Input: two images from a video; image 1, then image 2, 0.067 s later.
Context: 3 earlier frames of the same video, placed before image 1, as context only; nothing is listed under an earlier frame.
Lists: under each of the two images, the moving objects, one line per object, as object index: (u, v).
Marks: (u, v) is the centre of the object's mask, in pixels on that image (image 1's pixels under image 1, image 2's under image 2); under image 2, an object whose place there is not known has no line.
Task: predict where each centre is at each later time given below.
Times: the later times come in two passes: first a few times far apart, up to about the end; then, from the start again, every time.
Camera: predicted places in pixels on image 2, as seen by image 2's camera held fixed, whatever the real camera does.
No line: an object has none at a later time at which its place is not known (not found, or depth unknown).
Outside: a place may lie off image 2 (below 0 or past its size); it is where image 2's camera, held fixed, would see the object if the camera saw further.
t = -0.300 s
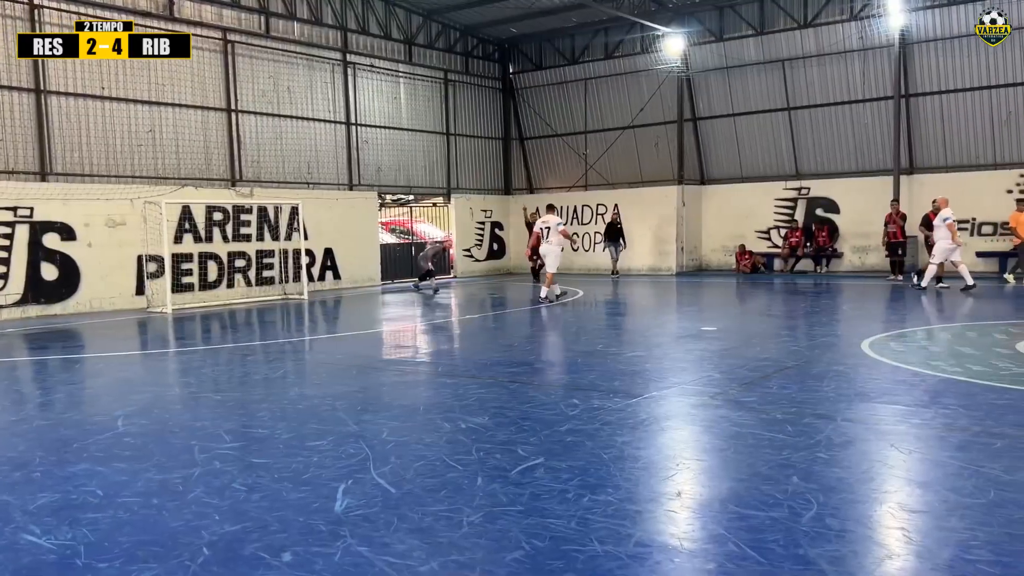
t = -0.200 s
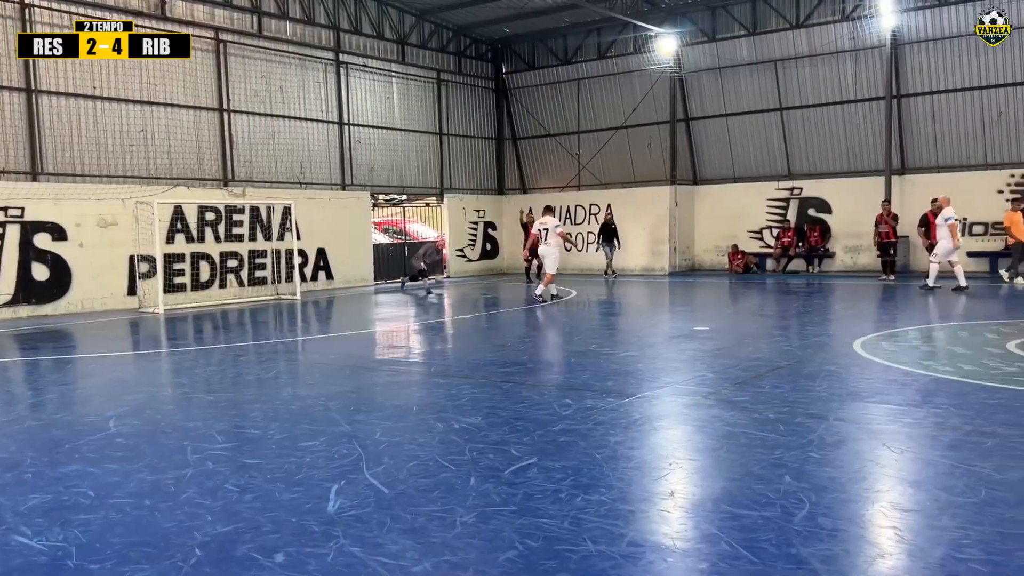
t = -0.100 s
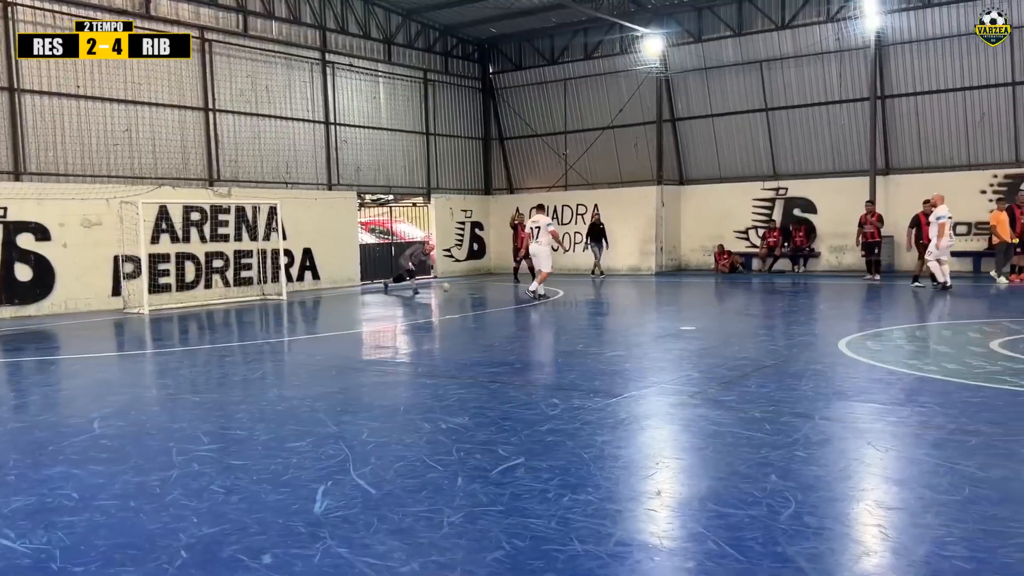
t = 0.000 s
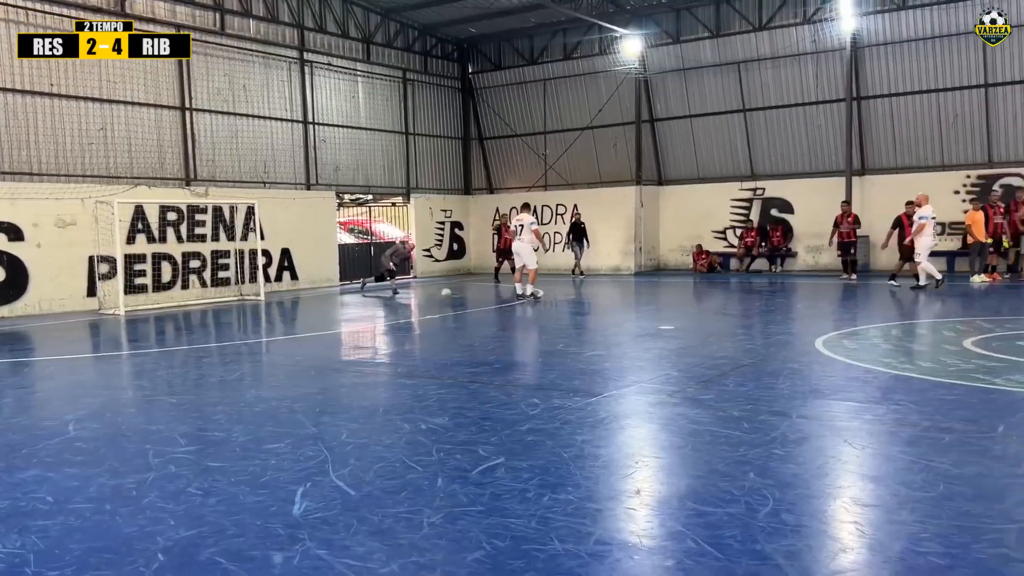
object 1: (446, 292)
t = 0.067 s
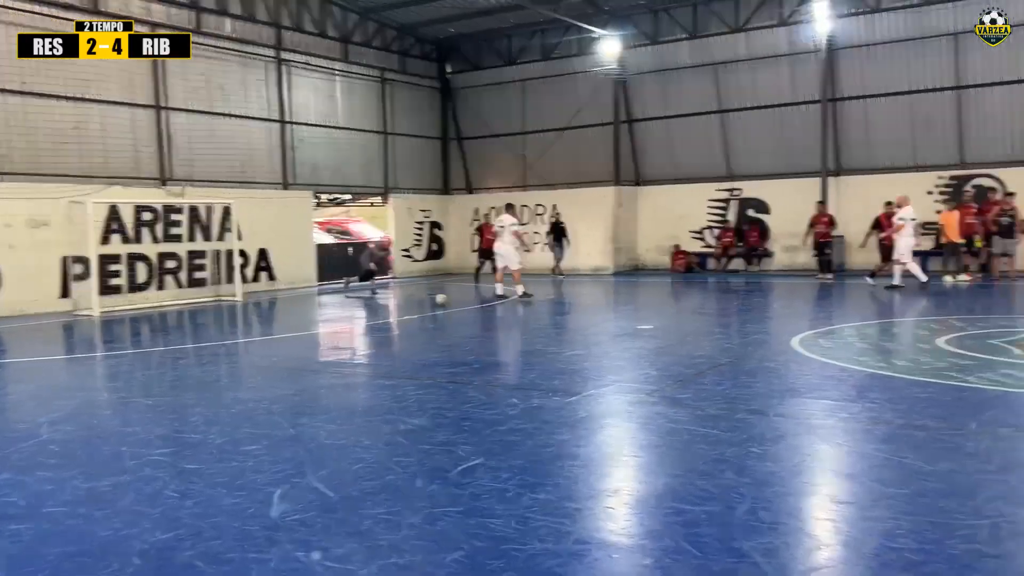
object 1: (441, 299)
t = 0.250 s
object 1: (489, 309)
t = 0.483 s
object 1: (572, 331)
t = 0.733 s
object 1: (701, 362)
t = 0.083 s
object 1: (445, 300)
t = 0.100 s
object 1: (448, 300)
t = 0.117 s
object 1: (453, 301)
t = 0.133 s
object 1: (457, 301)
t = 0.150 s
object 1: (461, 303)
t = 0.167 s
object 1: (466, 303)
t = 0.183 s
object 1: (470, 305)
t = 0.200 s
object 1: (476, 308)
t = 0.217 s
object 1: (480, 309)
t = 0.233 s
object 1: (485, 309)
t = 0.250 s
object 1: (489, 309)
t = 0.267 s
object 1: (494, 310)
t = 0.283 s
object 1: (499, 312)
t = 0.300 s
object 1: (504, 313)
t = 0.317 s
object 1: (511, 315)
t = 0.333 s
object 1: (516, 316)
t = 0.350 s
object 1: (522, 320)
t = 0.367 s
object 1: (528, 321)
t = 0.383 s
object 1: (533, 321)
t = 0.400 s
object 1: (539, 322)
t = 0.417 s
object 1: (545, 324)
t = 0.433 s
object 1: (551, 325)
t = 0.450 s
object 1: (558, 327)
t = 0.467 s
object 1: (565, 329)
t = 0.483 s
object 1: (572, 331)
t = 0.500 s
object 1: (579, 335)
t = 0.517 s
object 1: (587, 337)
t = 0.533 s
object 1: (594, 337)
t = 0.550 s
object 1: (601, 338)
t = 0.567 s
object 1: (609, 339)
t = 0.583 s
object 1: (617, 341)
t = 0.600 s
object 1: (625, 343)
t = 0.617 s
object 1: (633, 346)
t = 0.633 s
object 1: (643, 349)
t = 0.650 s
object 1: (652, 353)
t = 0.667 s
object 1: (661, 354)
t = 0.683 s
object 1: (670, 356)
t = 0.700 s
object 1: (680, 357)
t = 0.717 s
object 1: (690, 359)
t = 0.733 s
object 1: (701, 362)
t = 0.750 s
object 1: (712, 365)
